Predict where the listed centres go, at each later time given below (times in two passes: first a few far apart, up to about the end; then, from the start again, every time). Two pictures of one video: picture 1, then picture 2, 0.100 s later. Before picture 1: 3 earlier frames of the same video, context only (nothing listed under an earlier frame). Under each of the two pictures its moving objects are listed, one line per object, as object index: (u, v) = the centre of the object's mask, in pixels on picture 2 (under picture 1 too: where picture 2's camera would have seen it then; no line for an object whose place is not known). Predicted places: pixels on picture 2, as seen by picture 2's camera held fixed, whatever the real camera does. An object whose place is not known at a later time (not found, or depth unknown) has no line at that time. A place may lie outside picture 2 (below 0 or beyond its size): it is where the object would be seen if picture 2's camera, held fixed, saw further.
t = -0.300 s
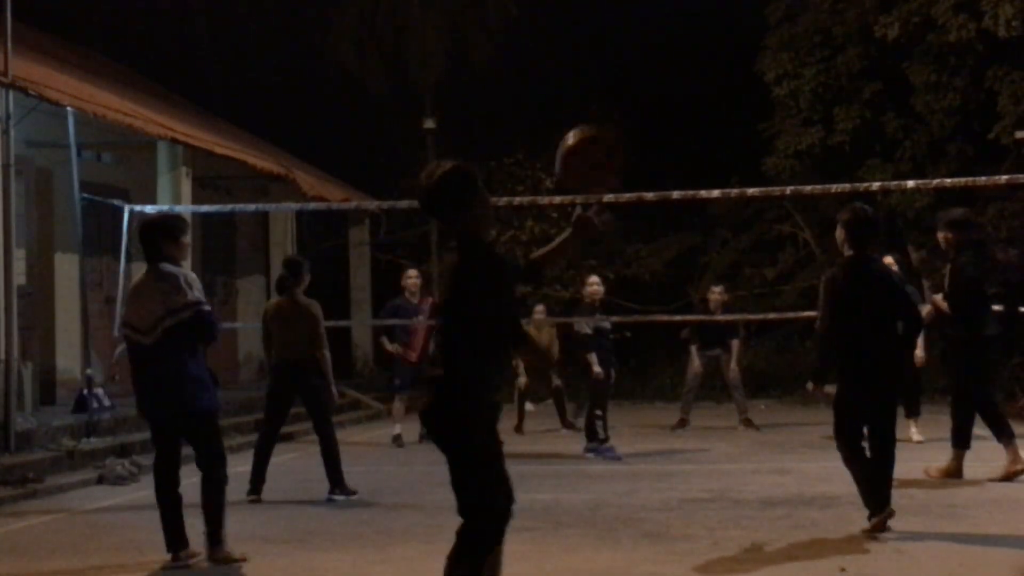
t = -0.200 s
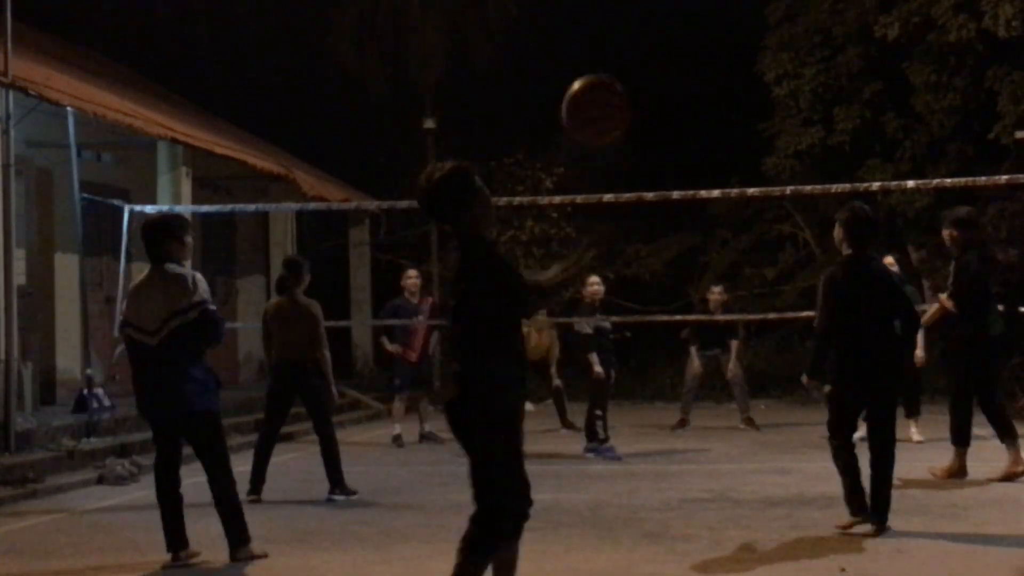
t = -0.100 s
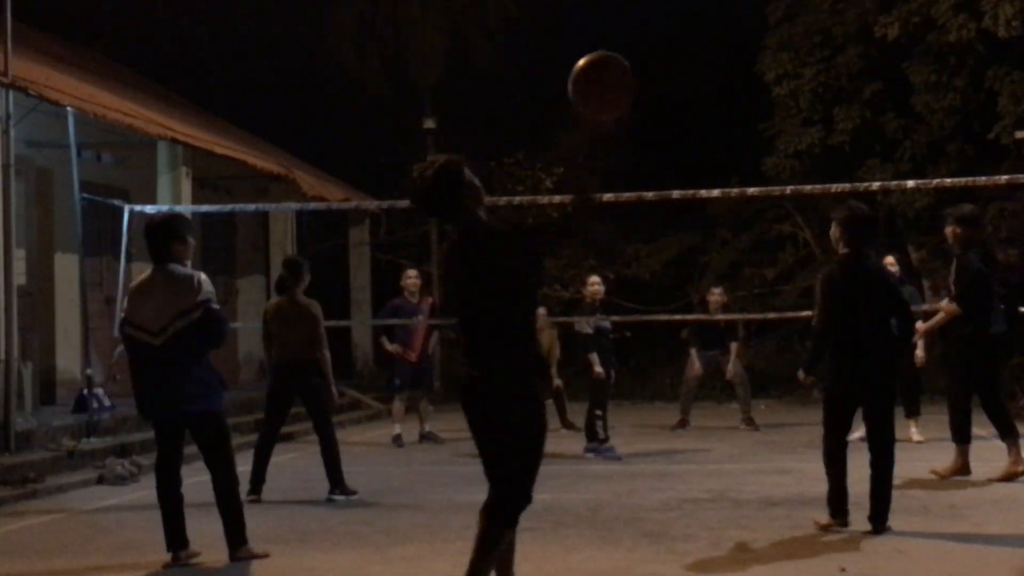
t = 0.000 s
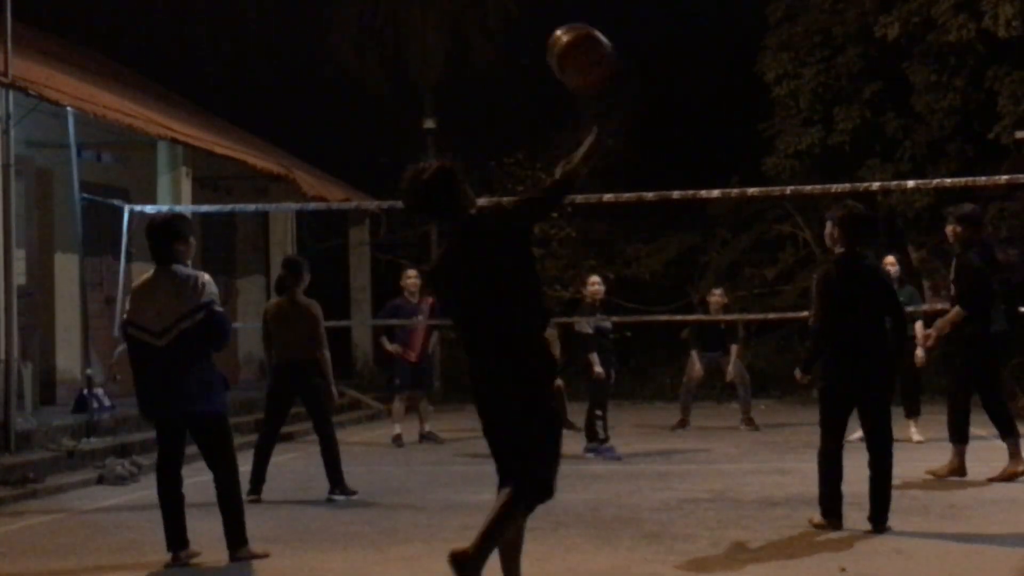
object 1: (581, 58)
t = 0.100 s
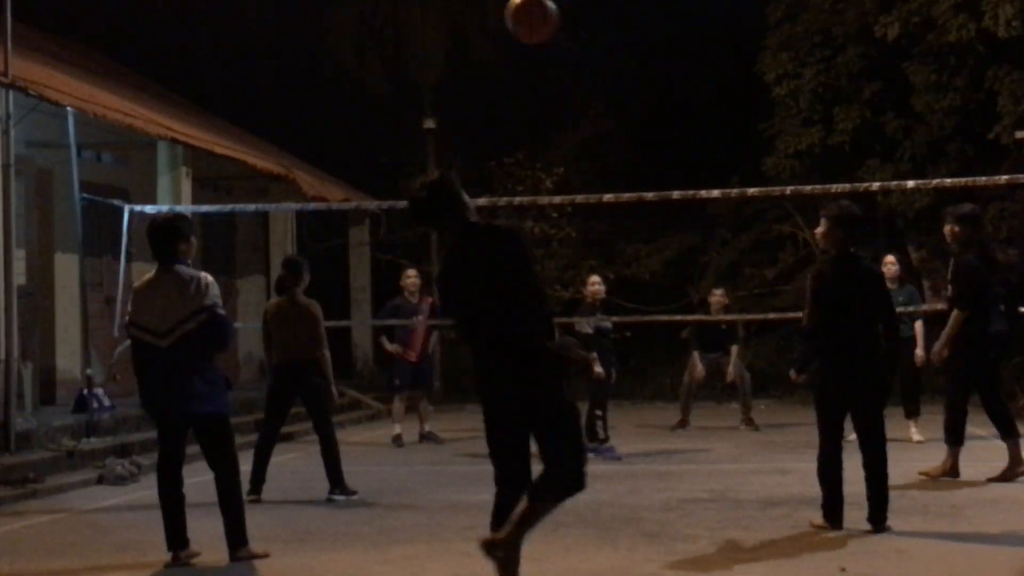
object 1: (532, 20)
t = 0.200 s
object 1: (500, 18)
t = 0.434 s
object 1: (461, 74)
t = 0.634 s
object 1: (444, 161)
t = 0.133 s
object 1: (521, 18)
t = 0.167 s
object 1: (510, 17)
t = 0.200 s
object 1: (500, 18)
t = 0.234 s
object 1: (492, 20)
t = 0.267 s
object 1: (485, 25)
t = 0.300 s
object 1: (479, 32)
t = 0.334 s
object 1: (475, 41)
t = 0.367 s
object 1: (470, 51)
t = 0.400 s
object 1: (466, 62)
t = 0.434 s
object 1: (461, 74)
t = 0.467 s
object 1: (457, 86)
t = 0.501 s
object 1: (454, 100)
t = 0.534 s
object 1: (451, 114)
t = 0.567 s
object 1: (448, 129)
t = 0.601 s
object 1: (446, 144)
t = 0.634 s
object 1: (444, 161)
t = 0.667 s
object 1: (442, 175)
